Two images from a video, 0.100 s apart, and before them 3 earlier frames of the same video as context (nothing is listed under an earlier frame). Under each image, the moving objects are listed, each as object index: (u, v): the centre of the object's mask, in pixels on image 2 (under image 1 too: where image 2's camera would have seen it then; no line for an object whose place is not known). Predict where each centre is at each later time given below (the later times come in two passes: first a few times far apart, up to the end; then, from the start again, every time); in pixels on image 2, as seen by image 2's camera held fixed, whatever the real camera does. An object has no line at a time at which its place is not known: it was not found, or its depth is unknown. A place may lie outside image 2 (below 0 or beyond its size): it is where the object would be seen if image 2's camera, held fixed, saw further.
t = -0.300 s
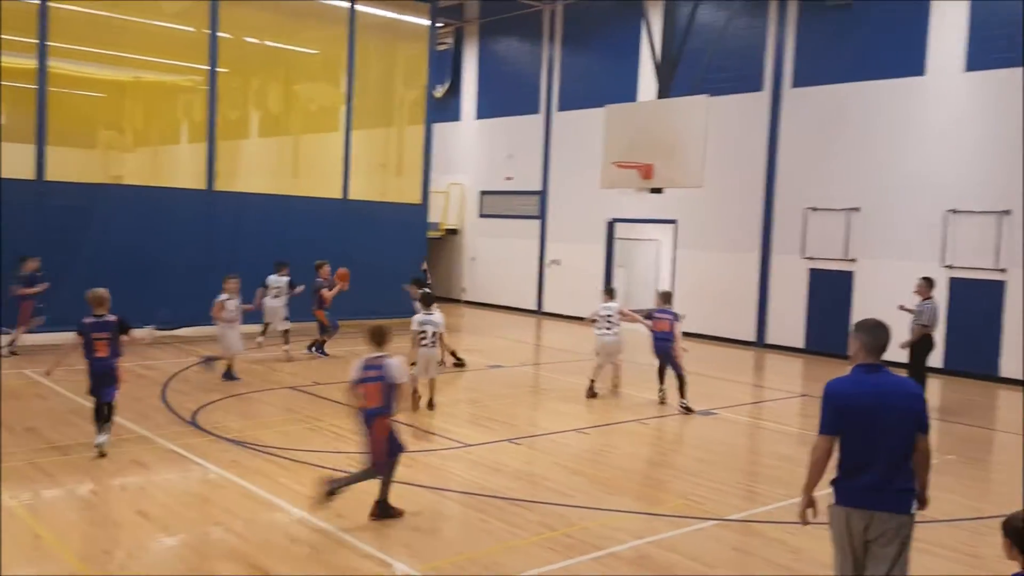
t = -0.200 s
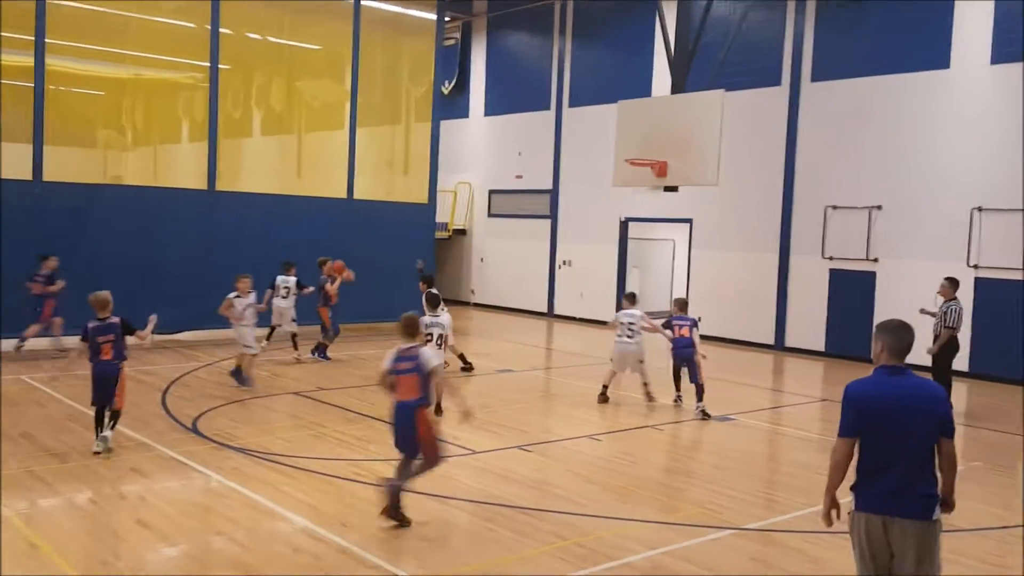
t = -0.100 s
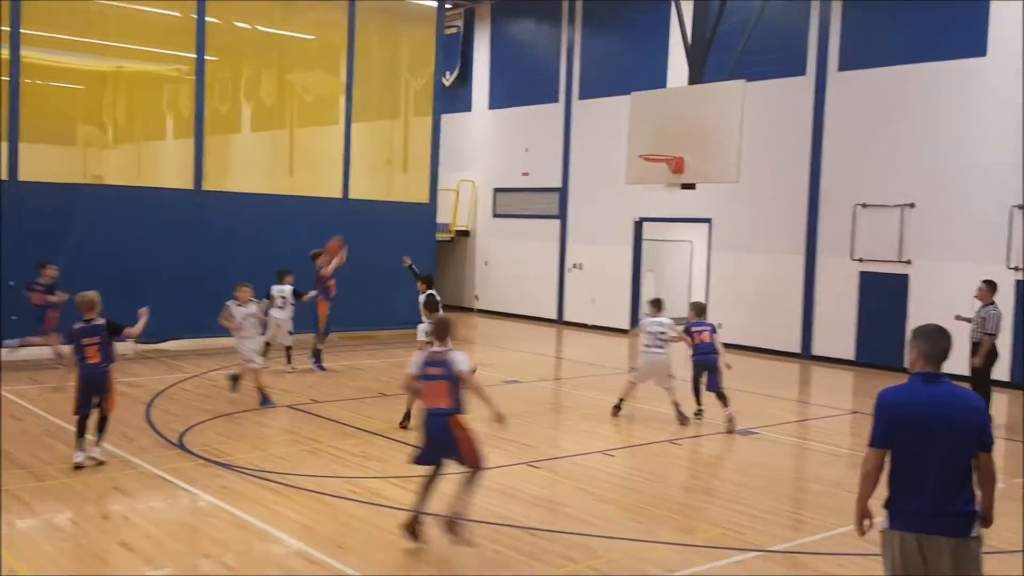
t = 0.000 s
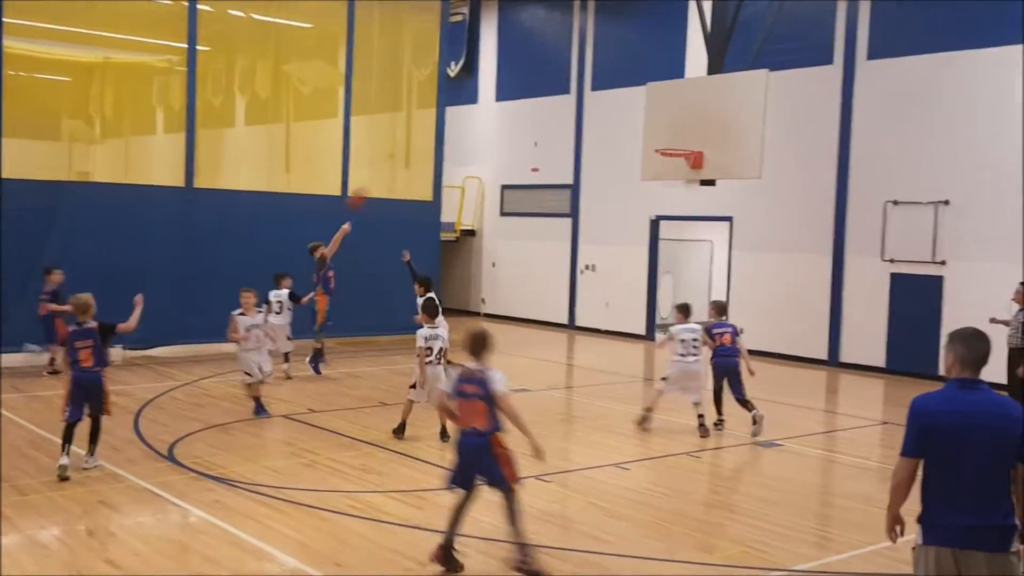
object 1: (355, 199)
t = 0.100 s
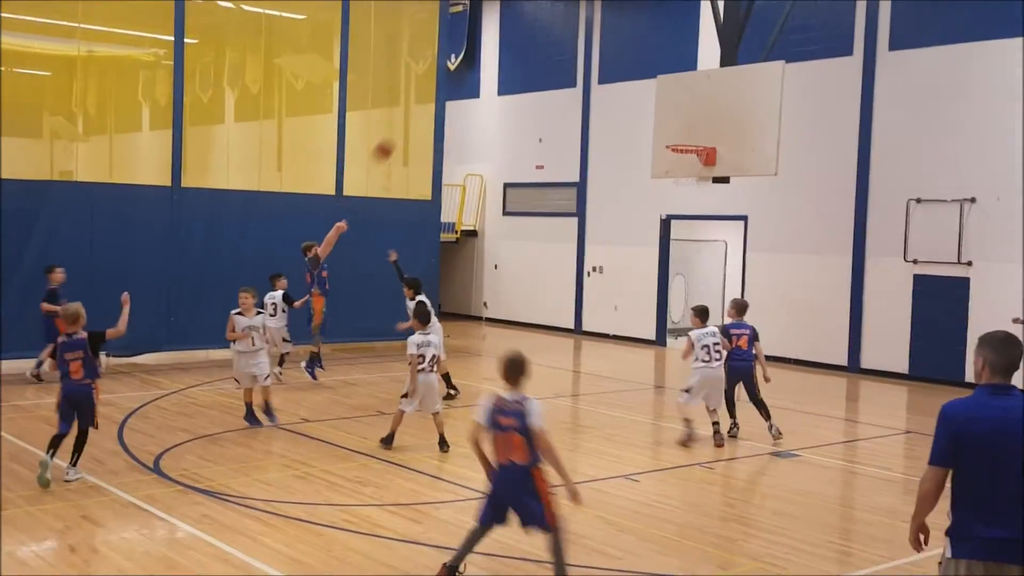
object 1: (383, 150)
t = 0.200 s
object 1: (413, 107)
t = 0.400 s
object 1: (476, 43)
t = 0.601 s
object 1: (544, 14)
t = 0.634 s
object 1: (554, 13)
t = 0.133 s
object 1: (393, 135)
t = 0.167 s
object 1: (403, 122)
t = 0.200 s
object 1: (413, 107)
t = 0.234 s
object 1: (424, 94)
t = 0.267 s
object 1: (435, 81)
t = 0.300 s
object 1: (446, 69)
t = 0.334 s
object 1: (457, 59)
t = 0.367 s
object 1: (467, 49)
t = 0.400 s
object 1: (476, 43)
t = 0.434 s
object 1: (489, 35)
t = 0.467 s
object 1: (501, 29)
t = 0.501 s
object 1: (511, 25)
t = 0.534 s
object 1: (523, 21)
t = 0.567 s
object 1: (532, 19)
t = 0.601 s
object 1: (544, 14)
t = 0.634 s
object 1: (554, 13)
